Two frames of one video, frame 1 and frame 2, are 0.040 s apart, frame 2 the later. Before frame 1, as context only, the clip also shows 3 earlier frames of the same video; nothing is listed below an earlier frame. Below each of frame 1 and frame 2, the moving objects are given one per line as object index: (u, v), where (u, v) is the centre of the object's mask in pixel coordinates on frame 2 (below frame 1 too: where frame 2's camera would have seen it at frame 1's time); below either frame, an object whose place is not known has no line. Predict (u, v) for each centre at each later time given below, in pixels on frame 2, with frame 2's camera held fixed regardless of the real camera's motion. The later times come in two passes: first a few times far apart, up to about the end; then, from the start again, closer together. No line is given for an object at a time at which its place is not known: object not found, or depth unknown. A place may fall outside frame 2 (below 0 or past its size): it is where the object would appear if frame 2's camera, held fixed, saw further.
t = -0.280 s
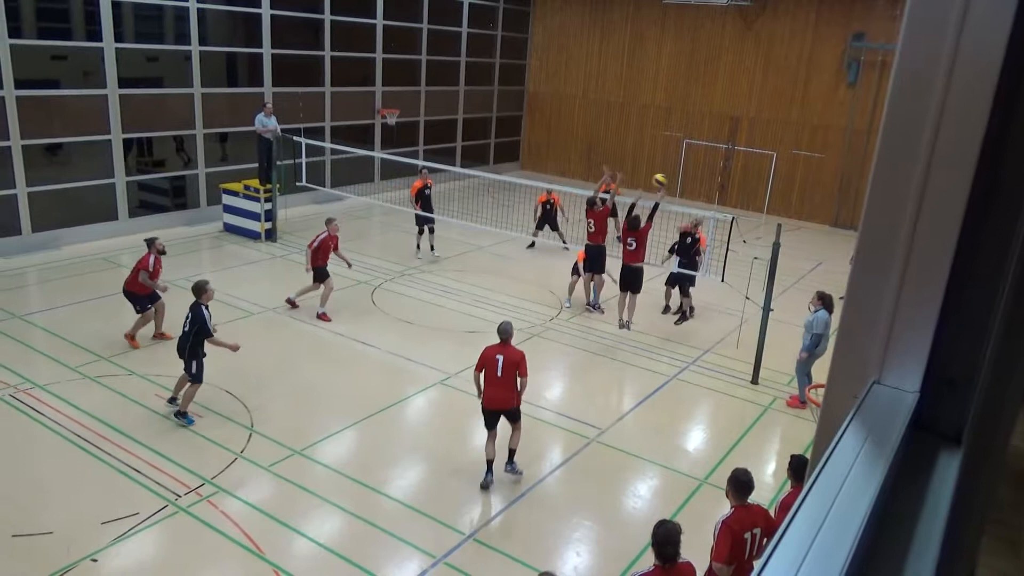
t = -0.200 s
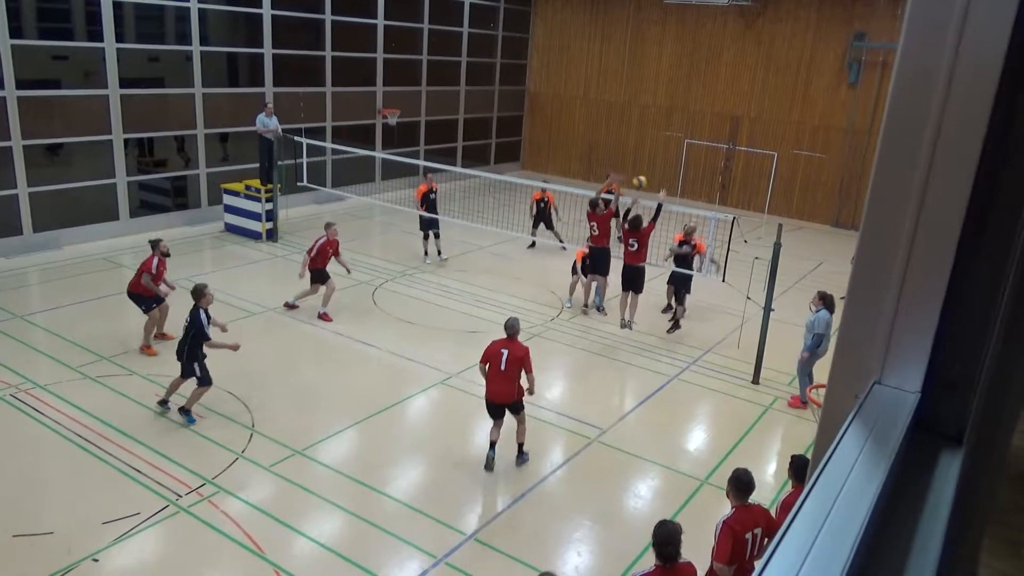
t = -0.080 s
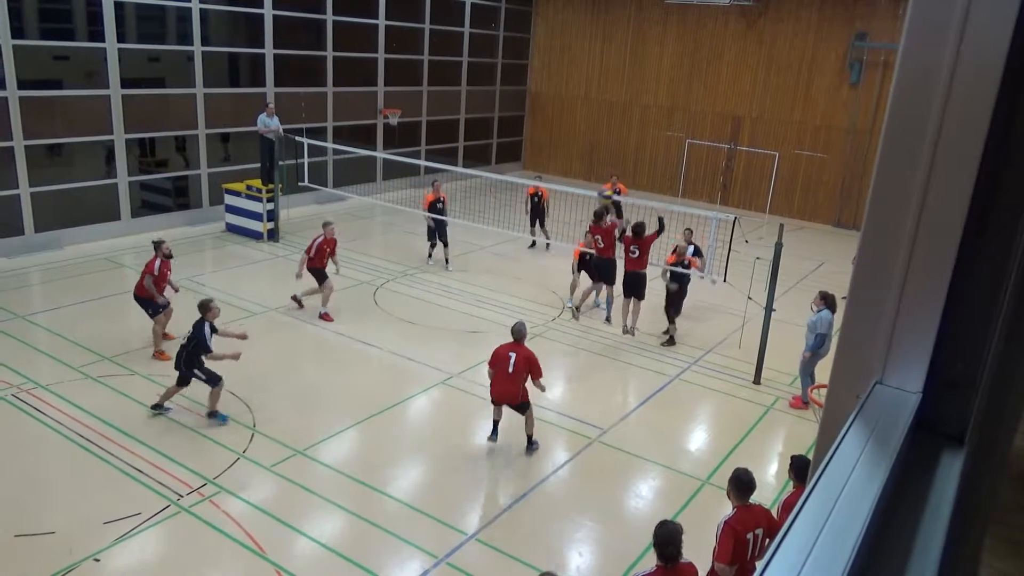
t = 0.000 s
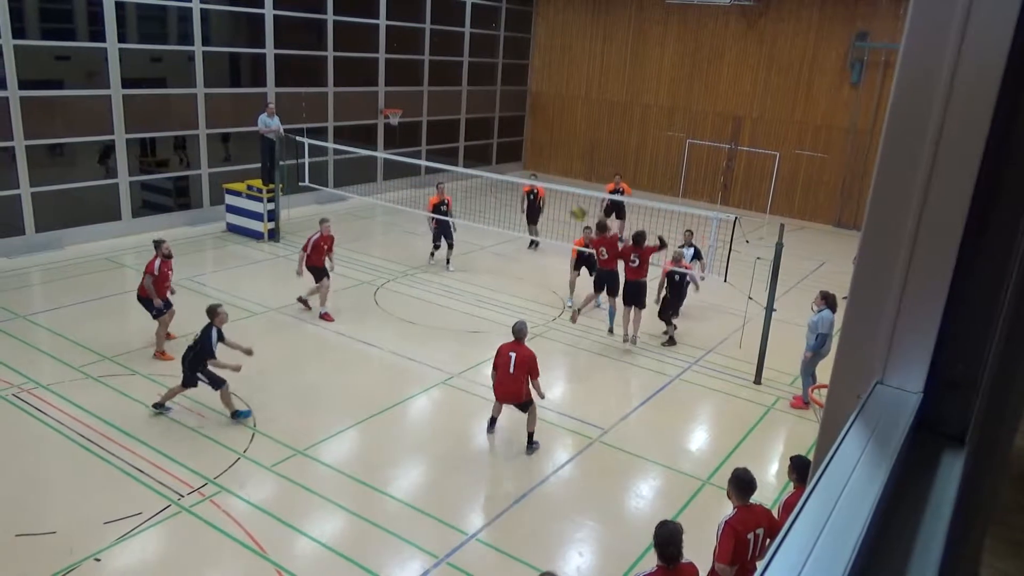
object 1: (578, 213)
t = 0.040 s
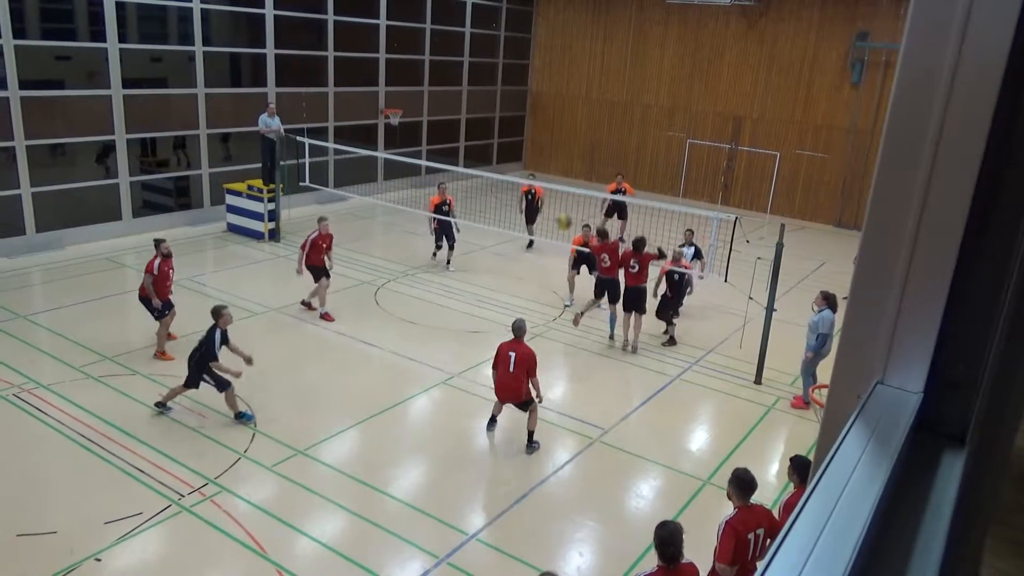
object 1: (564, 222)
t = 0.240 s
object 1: (476, 299)
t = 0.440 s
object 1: (363, 433)
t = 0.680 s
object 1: (222, 571)
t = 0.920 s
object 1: (112, 536)
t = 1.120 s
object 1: (7, 551)
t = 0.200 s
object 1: (495, 280)
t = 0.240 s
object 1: (476, 299)
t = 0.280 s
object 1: (455, 321)
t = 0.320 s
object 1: (434, 346)
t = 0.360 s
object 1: (411, 370)
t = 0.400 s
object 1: (388, 399)
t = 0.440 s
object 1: (363, 433)
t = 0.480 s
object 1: (337, 468)
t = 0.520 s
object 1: (309, 507)
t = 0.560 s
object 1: (282, 548)
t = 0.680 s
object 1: (222, 571)
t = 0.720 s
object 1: (206, 566)
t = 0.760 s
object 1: (188, 559)
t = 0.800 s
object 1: (170, 550)
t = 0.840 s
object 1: (152, 544)
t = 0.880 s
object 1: (132, 539)
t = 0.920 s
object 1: (112, 536)
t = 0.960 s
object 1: (90, 535)
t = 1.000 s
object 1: (68, 536)
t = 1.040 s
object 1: (45, 539)
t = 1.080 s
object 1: (22, 545)
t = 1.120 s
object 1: (7, 551)
